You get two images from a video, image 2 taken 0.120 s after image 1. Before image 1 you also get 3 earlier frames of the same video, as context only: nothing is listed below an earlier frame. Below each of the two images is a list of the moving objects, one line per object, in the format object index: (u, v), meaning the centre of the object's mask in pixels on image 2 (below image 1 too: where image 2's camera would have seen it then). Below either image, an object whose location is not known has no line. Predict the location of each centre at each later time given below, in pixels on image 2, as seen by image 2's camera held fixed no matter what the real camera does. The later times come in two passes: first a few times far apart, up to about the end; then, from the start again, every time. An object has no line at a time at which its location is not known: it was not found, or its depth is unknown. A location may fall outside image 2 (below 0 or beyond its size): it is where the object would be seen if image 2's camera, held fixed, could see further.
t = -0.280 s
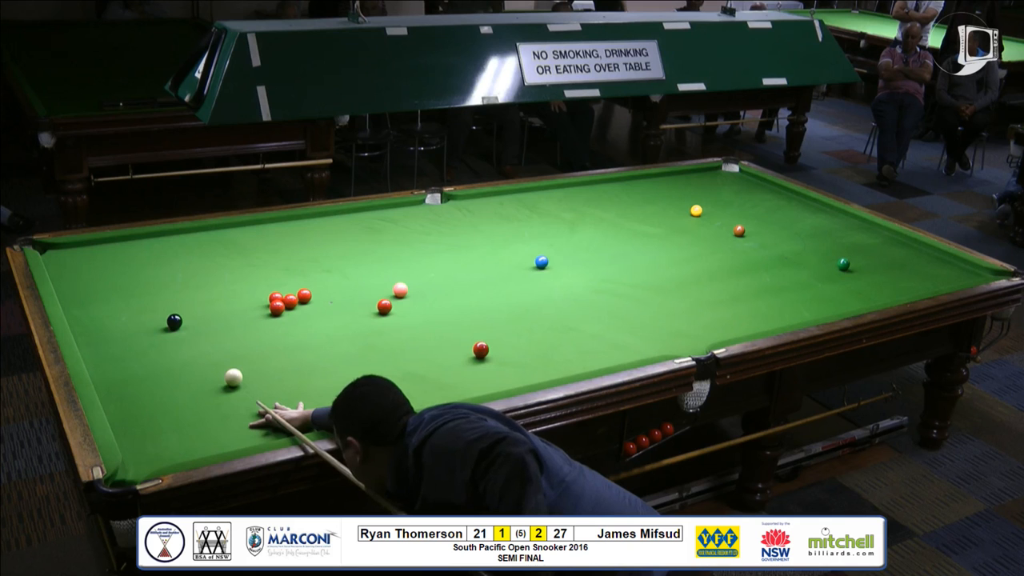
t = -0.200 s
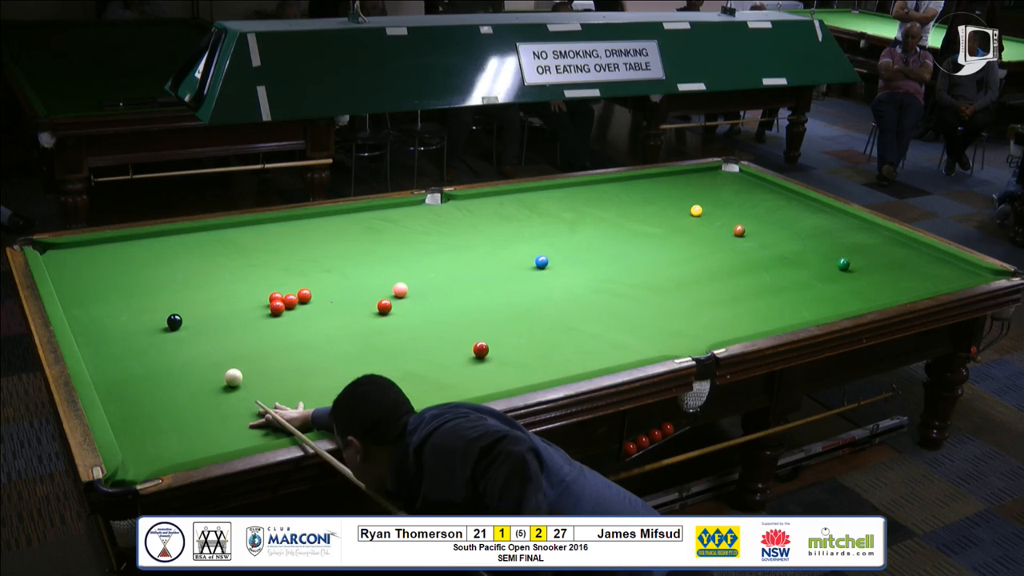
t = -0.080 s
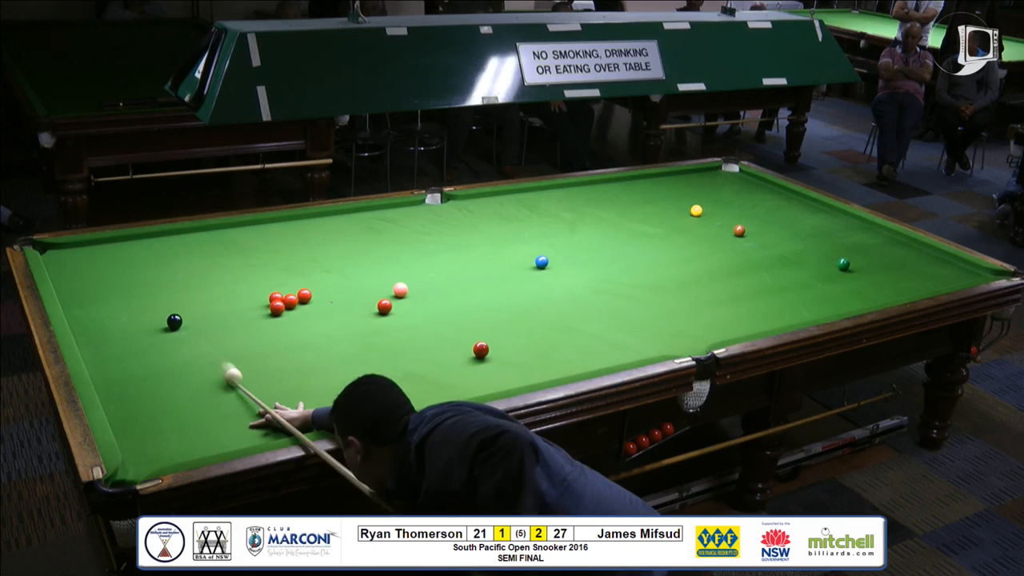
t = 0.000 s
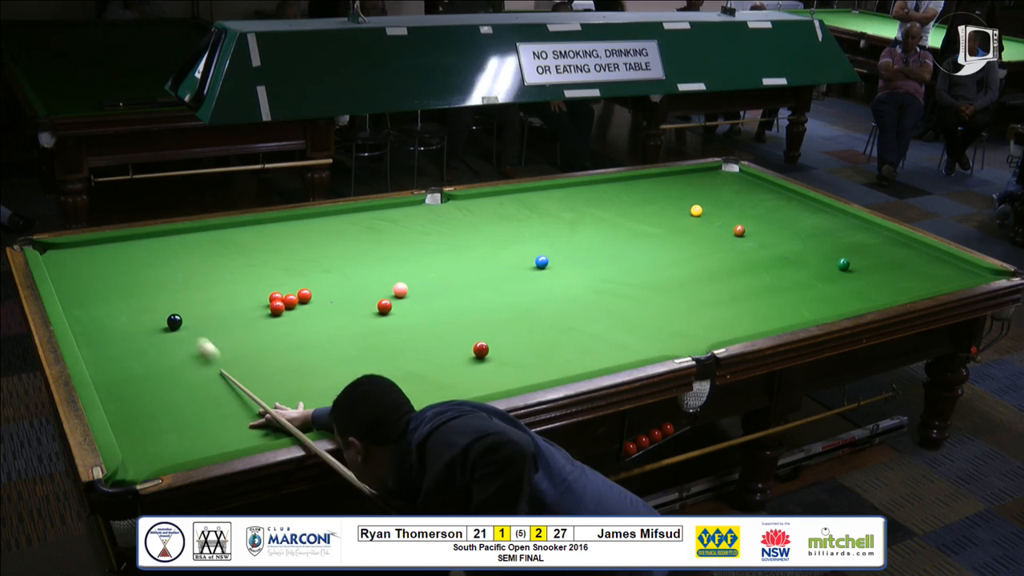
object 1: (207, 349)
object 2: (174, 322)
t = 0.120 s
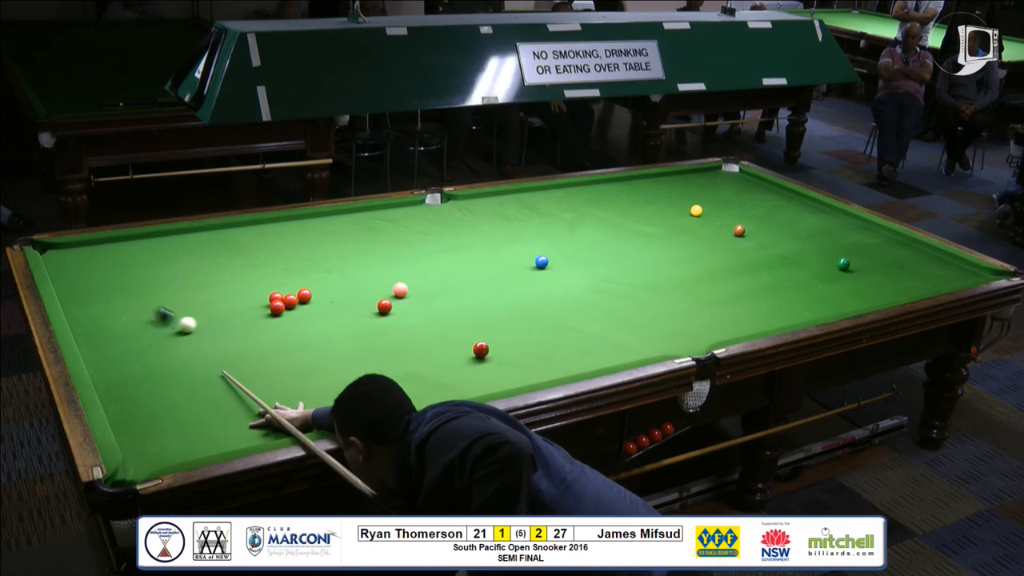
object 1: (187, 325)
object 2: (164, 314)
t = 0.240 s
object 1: (200, 323)
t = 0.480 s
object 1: (224, 322)
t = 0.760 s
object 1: (250, 322)
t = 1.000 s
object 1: (270, 322)
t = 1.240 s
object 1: (288, 322)
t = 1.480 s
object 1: (304, 321)
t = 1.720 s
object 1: (318, 321)
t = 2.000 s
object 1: (332, 321)
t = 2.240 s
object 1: (342, 321)
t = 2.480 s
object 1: (351, 321)
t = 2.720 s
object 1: (357, 321)
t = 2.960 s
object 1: (361, 321)
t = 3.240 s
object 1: (364, 321)
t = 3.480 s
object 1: (364, 321)
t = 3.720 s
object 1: (364, 321)
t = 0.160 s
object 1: (192, 323)
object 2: (151, 308)
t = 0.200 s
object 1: (196, 323)
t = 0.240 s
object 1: (200, 323)
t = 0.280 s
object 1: (204, 323)
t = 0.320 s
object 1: (208, 323)
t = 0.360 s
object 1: (213, 323)
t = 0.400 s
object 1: (216, 323)
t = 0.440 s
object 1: (220, 322)
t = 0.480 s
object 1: (224, 322)
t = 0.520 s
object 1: (228, 323)
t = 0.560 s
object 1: (232, 322)
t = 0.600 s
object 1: (236, 322)
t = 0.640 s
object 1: (239, 322)
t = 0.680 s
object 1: (243, 322)
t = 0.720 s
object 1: (246, 322)
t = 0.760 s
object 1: (250, 322)
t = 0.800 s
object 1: (253, 322)
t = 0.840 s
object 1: (256, 322)
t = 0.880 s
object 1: (260, 322)
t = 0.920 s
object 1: (263, 322)
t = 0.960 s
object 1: (267, 322)
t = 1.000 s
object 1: (270, 322)
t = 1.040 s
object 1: (273, 322)
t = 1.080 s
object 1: (276, 322)
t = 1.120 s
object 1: (279, 322)
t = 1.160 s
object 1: (282, 322)
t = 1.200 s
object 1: (285, 322)
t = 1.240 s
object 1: (288, 322)
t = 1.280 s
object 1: (290, 322)
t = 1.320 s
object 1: (293, 322)
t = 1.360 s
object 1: (296, 322)
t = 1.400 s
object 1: (299, 321)
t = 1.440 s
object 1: (301, 321)
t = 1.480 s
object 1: (304, 321)
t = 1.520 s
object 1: (306, 321)
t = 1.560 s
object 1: (309, 321)
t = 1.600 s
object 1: (311, 321)
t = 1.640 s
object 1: (313, 321)
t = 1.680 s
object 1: (316, 321)
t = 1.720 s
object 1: (318, 321)
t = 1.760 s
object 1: (320, 321)
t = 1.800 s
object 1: (322, 321)
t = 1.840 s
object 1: (325, 321)
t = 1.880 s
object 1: (326, 321)
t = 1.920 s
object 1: (329, 321)
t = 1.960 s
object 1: (330, 321)
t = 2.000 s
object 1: (332, 321)
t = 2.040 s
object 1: (334, 321)
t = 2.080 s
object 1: (336, 321)
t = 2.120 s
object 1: (338, 321)
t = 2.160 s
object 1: (339, 321)
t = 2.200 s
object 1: (341, 321)
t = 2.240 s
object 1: (342, 321)
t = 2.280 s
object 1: (344, 321)
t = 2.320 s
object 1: (345, 321)
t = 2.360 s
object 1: (347, 321)
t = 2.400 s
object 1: (348, 321)
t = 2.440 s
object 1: (350, 321)
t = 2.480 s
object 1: (351, 321)
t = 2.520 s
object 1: (352, 321)
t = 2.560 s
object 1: (353, 321)
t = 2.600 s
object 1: (354, 321)
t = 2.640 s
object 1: (355, 321)
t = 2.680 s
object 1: (356, 321)
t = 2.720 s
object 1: (357, 321)
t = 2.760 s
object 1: (358, 321)
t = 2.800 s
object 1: (359, 321)
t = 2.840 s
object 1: (360, 321)
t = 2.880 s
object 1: (360, 321)
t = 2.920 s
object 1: (361, 321)
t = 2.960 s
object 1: (361, 321)
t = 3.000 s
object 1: (362, 321)
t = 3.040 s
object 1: (362, 321)
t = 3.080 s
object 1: (363, 321)
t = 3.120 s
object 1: (363, 321)
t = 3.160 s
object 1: (363, 321)
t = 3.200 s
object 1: (364, 321)
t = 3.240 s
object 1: (364, 321)
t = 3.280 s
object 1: (364, 321)
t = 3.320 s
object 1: (364, 321)
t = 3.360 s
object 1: (364, 321)
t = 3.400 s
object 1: (364, 321)
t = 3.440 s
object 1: (364, 321)
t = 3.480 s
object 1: (364, 321)
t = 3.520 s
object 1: (364, 321)
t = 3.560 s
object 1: (364, 321)
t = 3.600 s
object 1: (364, 320)
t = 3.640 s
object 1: (364, 321)
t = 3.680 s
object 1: (364, 321)
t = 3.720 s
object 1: (364, 321)
